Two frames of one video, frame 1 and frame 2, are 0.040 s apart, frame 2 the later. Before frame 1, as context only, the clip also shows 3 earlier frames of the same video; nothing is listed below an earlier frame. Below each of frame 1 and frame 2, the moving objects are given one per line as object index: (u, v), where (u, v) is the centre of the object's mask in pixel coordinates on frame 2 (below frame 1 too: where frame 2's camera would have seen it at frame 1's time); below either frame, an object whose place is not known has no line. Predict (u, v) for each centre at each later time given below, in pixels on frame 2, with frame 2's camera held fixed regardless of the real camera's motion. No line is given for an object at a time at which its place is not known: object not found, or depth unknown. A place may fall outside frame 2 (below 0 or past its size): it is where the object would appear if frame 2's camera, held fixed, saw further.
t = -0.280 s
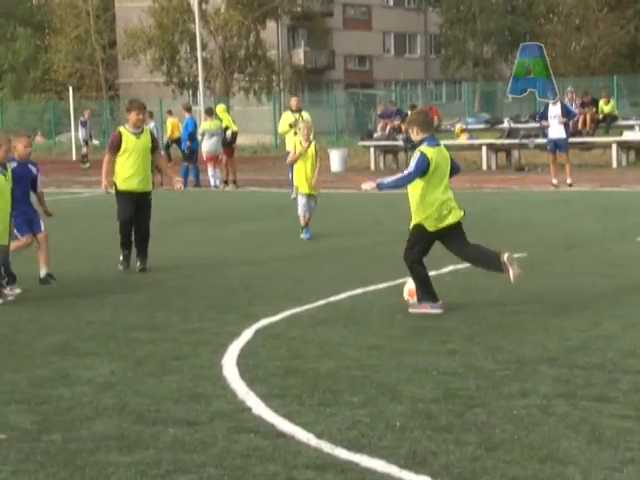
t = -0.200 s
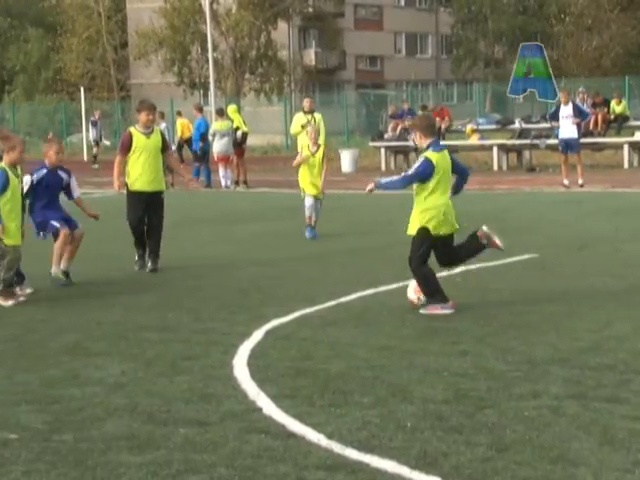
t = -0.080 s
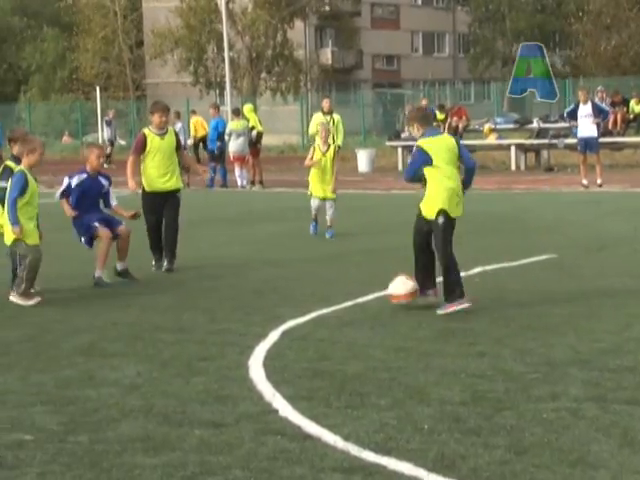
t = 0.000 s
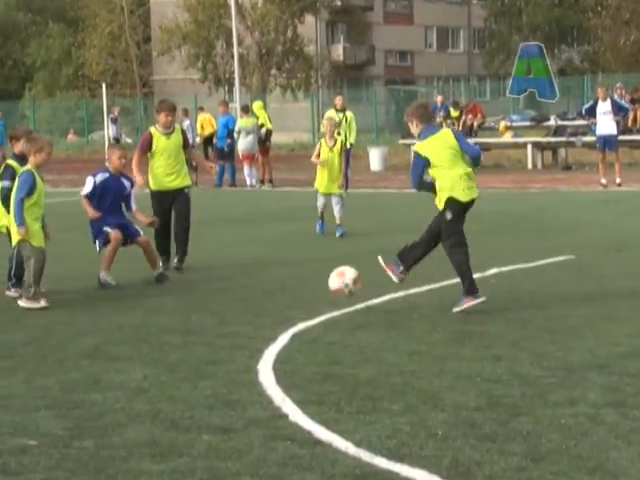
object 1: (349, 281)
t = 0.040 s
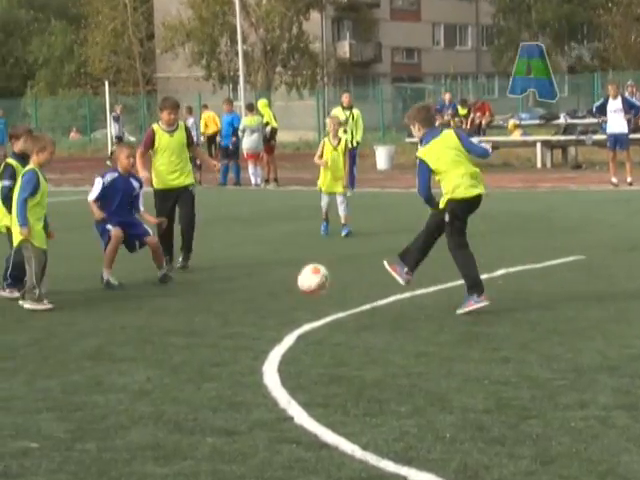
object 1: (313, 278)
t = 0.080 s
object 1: (276, 279)
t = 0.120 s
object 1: (239, 282)
